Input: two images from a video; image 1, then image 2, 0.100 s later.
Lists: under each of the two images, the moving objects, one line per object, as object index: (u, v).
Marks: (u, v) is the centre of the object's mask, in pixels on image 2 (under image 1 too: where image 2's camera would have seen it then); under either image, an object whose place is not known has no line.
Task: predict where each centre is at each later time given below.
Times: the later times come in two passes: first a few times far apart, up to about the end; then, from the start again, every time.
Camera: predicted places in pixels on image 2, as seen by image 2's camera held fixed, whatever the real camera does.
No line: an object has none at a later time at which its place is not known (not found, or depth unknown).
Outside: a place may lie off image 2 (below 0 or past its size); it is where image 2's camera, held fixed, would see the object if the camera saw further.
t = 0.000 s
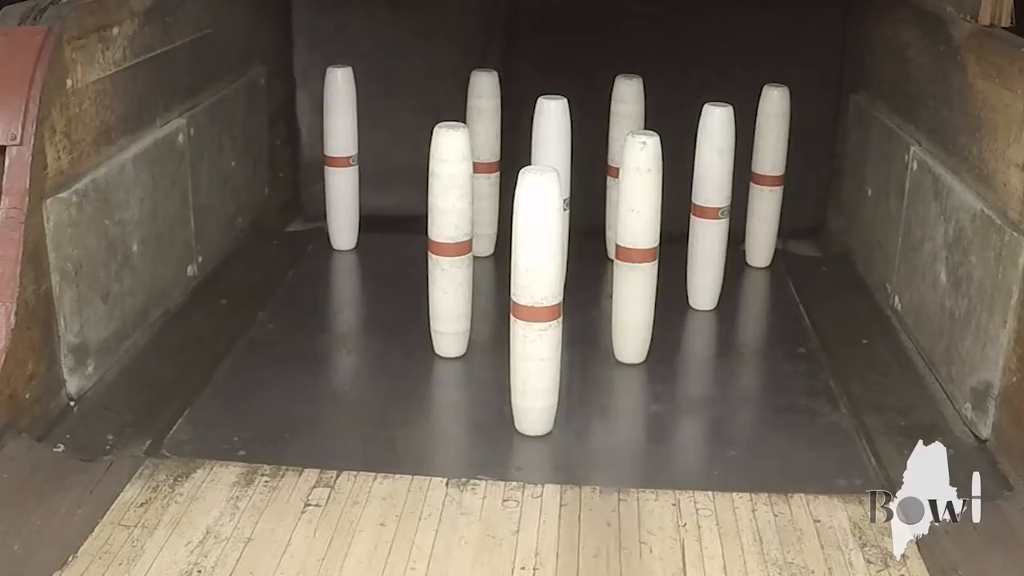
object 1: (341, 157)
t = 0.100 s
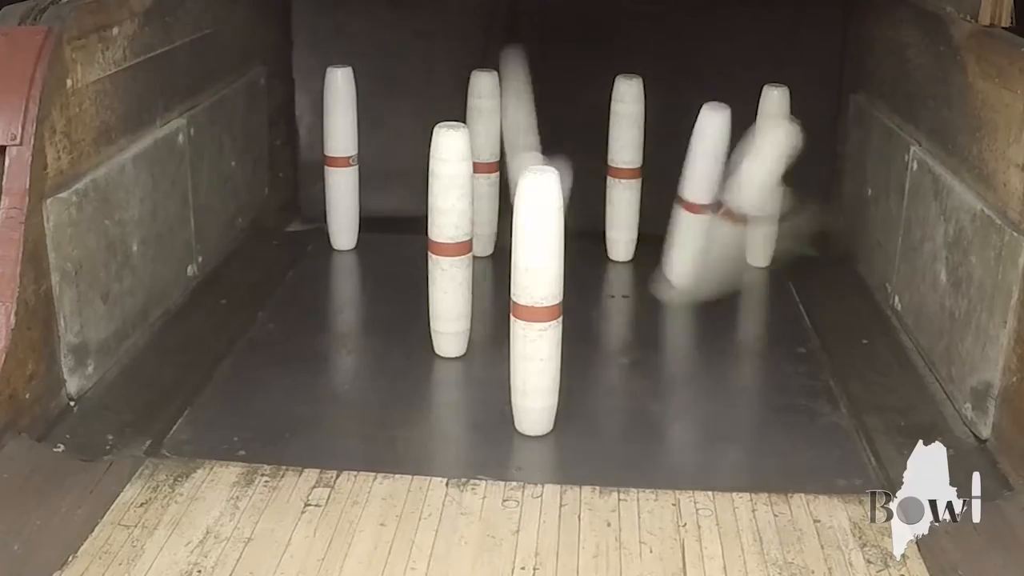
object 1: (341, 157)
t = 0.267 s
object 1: (338, 158)
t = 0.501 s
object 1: (322, 160)
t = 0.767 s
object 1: (280, 238)
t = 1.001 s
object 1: (249, 215)
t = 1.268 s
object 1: (221, 285)
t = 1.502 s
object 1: (222, 288)
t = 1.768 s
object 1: (217, 287)
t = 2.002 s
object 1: (212, 286)
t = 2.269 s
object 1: (216, 287)
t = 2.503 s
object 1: (221, 288)
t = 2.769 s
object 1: (219, 288)
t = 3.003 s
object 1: (214, 287)
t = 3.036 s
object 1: (213, 286)
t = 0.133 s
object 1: (341, 157)
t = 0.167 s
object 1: (341, 157)
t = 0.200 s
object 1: (341, 157)
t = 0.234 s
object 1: (340, 158)
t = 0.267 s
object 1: (338, 158)
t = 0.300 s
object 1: (336, 158)
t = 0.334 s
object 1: (334, 158)
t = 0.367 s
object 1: (332, 158)
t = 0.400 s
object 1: (331, 159)
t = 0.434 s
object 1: (329, 160)
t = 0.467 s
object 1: (326, 161)
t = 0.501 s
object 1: (322, 160)
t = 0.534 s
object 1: (319, 161)
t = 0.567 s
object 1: (316, 163)
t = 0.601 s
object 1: (312, 165)
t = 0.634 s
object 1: (306, 169)
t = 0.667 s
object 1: (300, 177)
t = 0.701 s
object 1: (292, 190)
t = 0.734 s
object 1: (285, 211)
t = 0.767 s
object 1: (280, 238)
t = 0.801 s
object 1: (291, 247)
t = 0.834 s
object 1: (285, 234)
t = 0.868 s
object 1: (278, 224)
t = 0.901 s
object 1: (270, 217)
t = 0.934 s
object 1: (262, 214)
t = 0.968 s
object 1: (255, 213)
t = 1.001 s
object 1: (249, 215)
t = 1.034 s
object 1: (243, 219)
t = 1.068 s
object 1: (238, 224)
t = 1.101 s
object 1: (235, 233)
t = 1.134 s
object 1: (233, 247)
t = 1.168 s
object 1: (233, 264)
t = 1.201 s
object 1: (228, 280)
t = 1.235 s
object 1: (224, 283)
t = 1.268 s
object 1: (221, 285)
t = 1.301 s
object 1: (219, 286)
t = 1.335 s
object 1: (220, 287)
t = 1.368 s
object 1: (222, 288)
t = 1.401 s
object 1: (223, 288)
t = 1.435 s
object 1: (223, 289)
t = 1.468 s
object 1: (222, 289)
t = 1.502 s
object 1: (222, 288)
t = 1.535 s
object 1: (221, 288)
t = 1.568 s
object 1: (221, 287)
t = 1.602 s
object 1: (221, 287)
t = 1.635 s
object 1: (221, 287)
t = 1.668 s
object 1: (220, 287)
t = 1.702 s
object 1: (219, 287)
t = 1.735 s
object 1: (218, 287)
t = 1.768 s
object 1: (217, 287)
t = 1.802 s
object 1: (217, 287)
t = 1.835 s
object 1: (215, 287)
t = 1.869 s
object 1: (214, 287)
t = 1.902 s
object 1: (214, 286)
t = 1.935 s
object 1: (213, 286)
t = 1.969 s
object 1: (213, 287)
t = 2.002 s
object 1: (212, 286)
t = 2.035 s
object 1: (212, 286)
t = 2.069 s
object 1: (212, 286)
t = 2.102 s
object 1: (213, 286)
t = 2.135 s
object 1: (213, 286)
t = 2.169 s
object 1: (214, 287)
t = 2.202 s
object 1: (214, 287)
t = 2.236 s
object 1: (215, 287)
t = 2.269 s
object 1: (216, 287)
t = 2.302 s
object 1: (217, 287)
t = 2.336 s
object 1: (218, 287)
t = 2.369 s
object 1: (218, 288)
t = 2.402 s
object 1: (219, 288)
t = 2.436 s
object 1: (220, 288)
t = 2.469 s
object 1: (220, 288)
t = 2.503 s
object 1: (221, 288)
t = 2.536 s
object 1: (221, 288)
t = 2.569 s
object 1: (221, 288)
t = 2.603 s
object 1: (221, 288)
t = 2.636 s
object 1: (221, 288)
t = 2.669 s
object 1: (221, 288)
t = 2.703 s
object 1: (220, 288)
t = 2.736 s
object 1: (220, 288)
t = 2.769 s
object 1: (219, 288)
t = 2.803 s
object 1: (218, 288)
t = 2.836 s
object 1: (217, 287)
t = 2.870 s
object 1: (217, 287)
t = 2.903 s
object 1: (216, 287)
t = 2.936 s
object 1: (215, 287)
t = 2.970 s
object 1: (214, 287)
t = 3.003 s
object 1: (214, 287)
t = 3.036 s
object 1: (213, 286)
